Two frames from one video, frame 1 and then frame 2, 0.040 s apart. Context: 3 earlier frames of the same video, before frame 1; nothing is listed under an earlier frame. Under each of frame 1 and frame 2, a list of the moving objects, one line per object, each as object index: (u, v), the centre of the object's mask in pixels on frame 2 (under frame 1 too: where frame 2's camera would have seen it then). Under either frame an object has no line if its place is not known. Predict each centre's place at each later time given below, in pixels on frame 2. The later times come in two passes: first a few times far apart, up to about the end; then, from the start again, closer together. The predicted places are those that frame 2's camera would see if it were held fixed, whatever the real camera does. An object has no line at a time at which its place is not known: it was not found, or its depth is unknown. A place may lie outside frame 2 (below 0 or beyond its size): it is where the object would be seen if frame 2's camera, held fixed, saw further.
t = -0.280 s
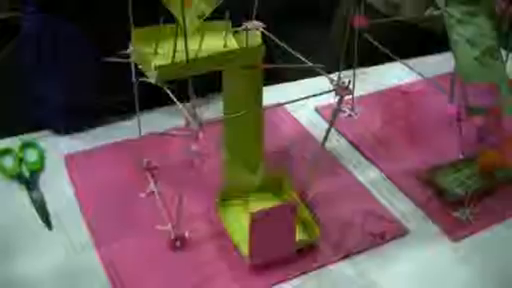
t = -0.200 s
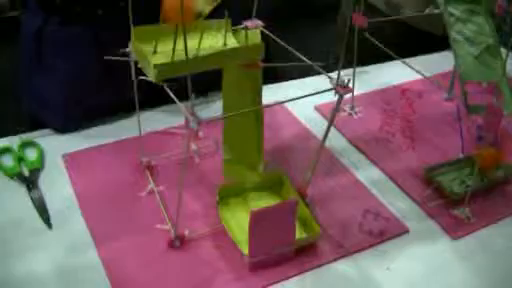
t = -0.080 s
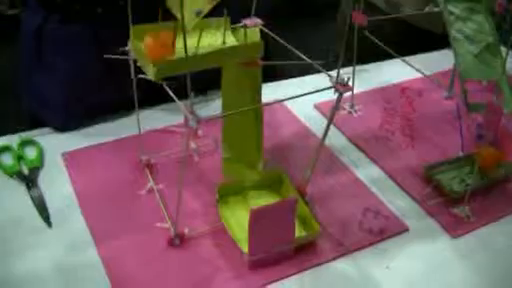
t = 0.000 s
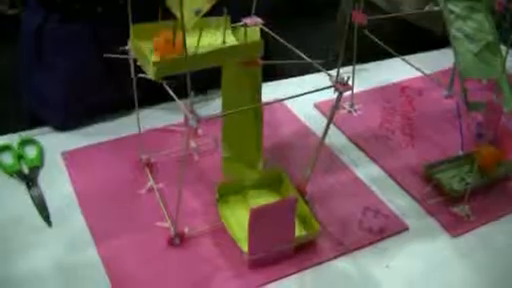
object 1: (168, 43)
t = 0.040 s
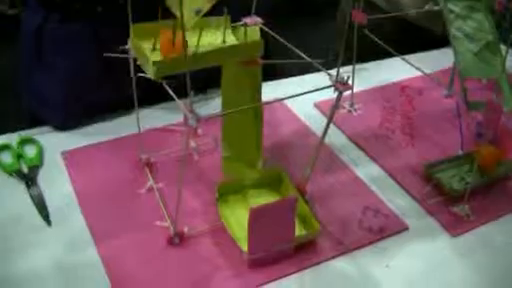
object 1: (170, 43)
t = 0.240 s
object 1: (187, 43)
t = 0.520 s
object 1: (192, 43)
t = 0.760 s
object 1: (206, 41)
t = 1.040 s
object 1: (229, 35)
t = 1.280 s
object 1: (246, 29)
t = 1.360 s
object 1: (248, 33)
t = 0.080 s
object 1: (175, 43)
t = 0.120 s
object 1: (181, 44)
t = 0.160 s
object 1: (186, 43)
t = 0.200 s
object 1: (186, 43)
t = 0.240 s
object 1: (187, 43)
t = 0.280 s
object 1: (188, 43)
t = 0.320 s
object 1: (188, 43)
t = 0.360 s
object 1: (188, 43)
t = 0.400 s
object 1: (188, 43)
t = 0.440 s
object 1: (191, 43)
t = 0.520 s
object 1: (192, 43)
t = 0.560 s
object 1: (192, 43)
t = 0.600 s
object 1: (193, 43)
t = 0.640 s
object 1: (199, 42)
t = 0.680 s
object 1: (200, 41)
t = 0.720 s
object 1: (202, 41)
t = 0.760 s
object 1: (206, 41)
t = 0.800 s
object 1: (207, 41)
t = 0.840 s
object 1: (211, 40)
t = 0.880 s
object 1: (216, 39)
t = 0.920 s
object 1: (221, 39)
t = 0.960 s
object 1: (225, 38)
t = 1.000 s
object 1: (228, 36)
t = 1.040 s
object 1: (229, 35)
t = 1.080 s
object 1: (231, 33)
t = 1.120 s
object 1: (233, 32)
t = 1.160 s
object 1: (236, 31)
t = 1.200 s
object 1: (241, 29)
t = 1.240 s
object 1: (245, 28)
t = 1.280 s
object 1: (246, 29)
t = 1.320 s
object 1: (246, 31)
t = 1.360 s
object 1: (248, 33)
